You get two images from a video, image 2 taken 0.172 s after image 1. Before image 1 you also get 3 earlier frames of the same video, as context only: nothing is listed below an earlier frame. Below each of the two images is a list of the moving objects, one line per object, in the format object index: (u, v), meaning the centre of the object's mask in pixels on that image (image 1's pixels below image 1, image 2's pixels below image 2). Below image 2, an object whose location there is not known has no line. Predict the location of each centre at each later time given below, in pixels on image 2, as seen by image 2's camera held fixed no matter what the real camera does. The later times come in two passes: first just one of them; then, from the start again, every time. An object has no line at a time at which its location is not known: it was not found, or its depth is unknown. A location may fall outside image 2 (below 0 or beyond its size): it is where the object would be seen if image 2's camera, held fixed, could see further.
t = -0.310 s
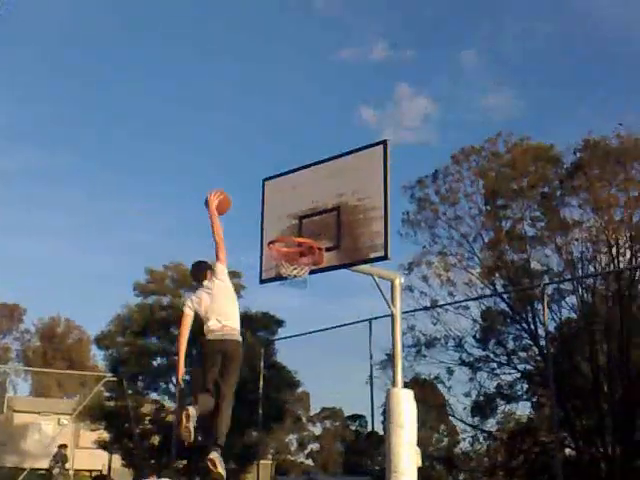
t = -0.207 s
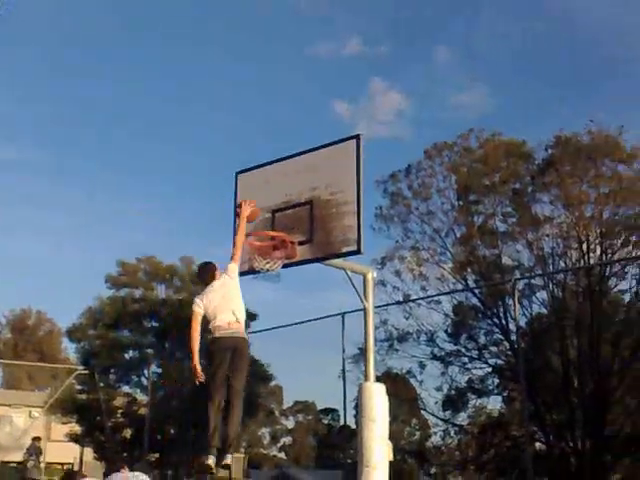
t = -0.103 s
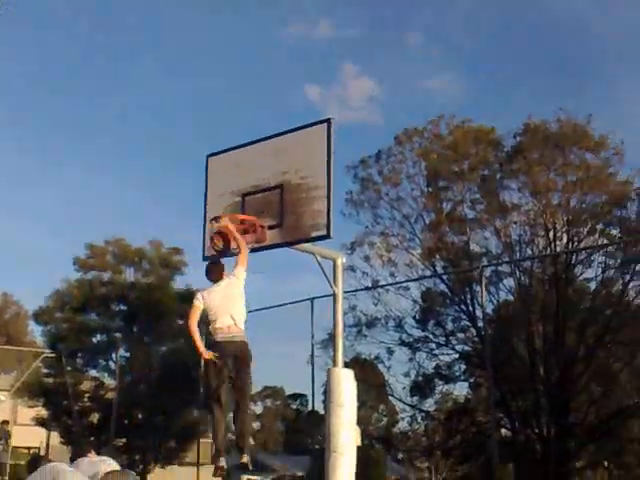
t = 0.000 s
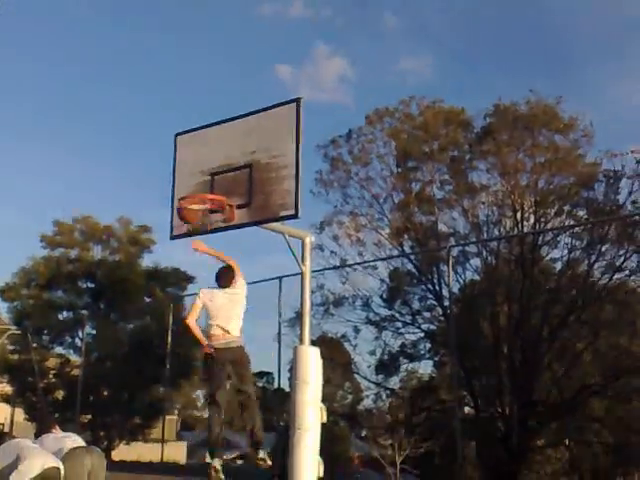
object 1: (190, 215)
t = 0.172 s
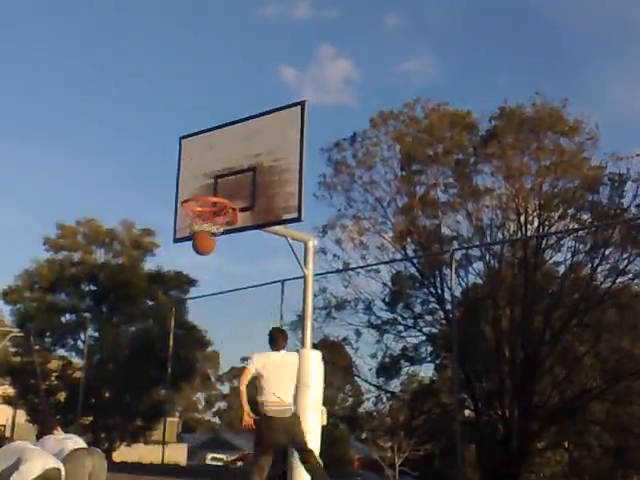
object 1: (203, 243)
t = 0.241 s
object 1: (208, 262)
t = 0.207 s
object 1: (205, 252)
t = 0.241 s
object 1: (208, 262)
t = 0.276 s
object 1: (210, 273)
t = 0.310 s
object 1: (210, 285)
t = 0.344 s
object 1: (212, 298)
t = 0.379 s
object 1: (214, 312)
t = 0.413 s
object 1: (215, 328)
